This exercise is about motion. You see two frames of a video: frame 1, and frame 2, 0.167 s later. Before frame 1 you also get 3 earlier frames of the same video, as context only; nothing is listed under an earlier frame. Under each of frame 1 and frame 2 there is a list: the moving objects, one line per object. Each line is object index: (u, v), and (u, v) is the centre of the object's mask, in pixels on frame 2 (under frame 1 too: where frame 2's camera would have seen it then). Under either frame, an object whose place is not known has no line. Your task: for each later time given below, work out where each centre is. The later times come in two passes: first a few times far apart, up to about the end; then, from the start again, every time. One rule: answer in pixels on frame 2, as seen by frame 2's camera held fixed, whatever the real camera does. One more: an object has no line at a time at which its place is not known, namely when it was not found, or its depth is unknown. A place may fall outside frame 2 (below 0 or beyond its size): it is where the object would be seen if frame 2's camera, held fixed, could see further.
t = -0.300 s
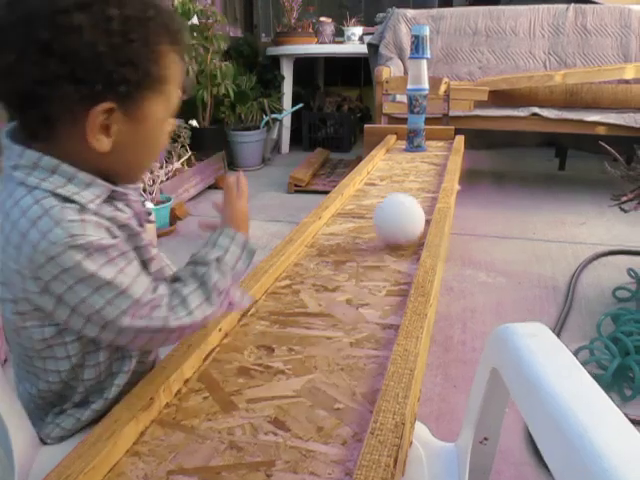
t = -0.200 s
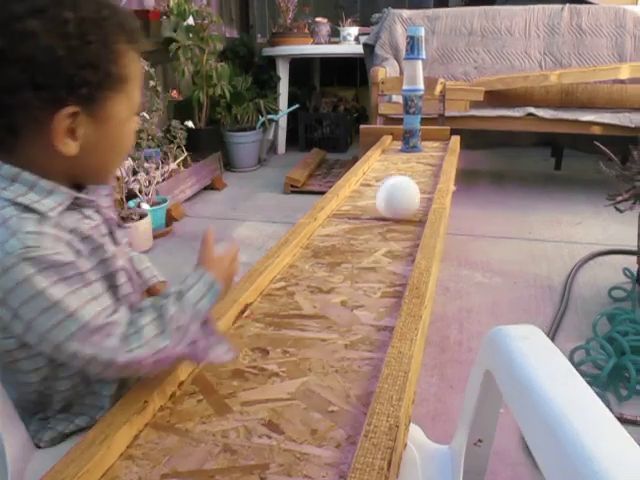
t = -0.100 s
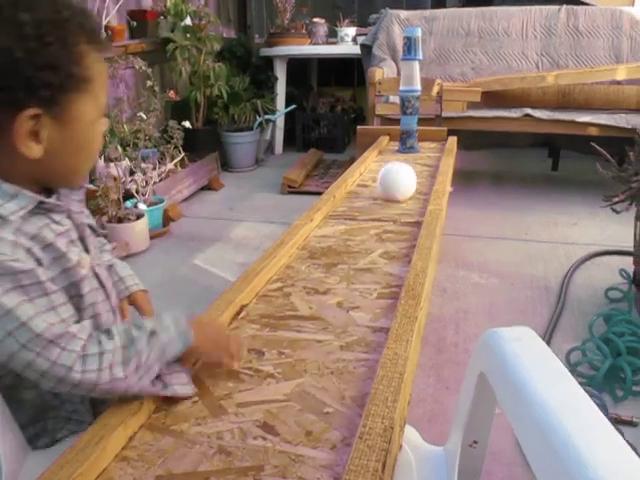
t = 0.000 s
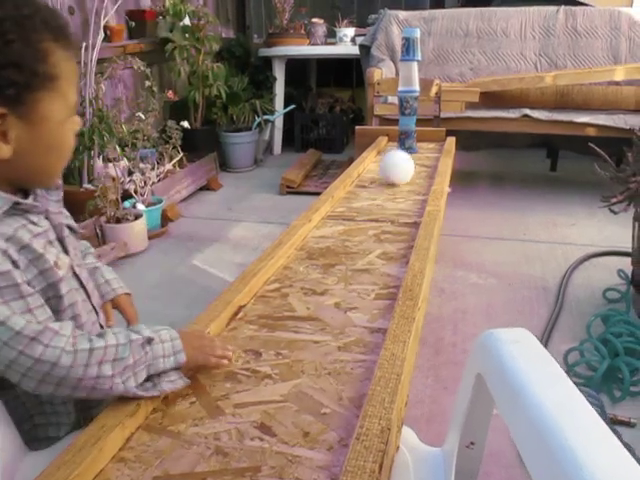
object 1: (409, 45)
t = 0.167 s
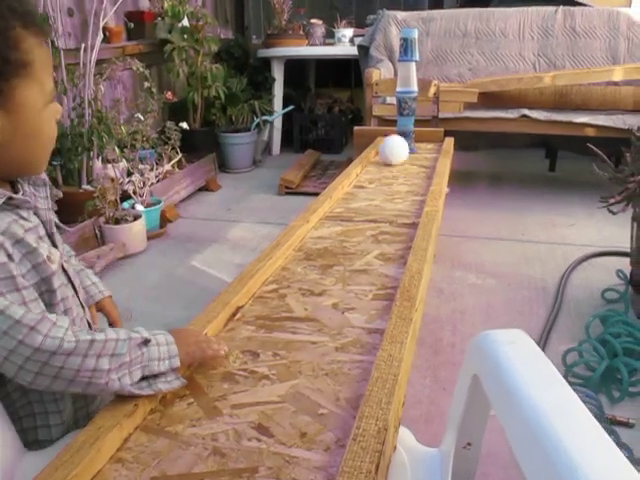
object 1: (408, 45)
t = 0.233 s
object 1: (408, 45)
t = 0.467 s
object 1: (405, 75)
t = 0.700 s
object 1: (382, 100)
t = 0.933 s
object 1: (345, 119)
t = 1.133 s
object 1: (307, 179)
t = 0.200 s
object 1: (408, 45)
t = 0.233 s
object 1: (408, 45)
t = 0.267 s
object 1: (409, 45)
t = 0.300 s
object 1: (408, 45)
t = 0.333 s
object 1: (408, 47)
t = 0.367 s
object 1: (407, 53)
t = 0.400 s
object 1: (406, 61)
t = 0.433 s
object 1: (405, 72)
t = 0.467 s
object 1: (405, 75)
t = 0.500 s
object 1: (403, 74)
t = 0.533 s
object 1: (401, 76)
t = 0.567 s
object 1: (398, 77)
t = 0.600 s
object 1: (395, 81)
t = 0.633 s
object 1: (391, 85)
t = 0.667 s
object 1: (386, 91)
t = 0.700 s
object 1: (382, 100)
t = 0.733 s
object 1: (377, 110)
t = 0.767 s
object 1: (372, 126)
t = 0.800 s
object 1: (369, 135)
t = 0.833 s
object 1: (368, 131)
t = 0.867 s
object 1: (359, 123)
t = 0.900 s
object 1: (353, 120)
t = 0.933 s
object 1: (345, 119)
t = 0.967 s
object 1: (338, 122)
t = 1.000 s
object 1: (330, 129)
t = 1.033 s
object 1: (323, 139)
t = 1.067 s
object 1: (318, 149)
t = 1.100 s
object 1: (312, 162)
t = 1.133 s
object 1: (307, 179)
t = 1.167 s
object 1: (300, 198)
